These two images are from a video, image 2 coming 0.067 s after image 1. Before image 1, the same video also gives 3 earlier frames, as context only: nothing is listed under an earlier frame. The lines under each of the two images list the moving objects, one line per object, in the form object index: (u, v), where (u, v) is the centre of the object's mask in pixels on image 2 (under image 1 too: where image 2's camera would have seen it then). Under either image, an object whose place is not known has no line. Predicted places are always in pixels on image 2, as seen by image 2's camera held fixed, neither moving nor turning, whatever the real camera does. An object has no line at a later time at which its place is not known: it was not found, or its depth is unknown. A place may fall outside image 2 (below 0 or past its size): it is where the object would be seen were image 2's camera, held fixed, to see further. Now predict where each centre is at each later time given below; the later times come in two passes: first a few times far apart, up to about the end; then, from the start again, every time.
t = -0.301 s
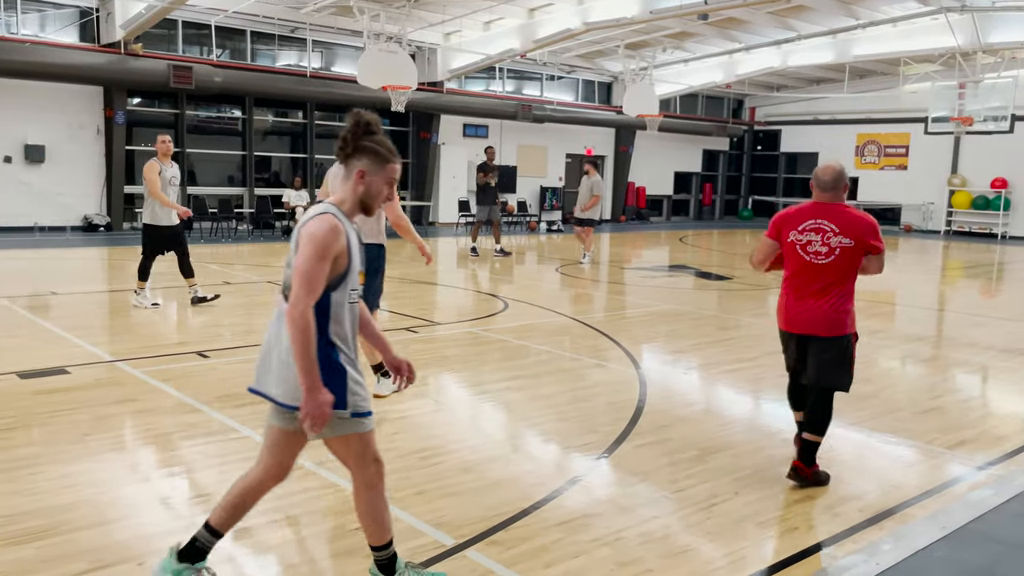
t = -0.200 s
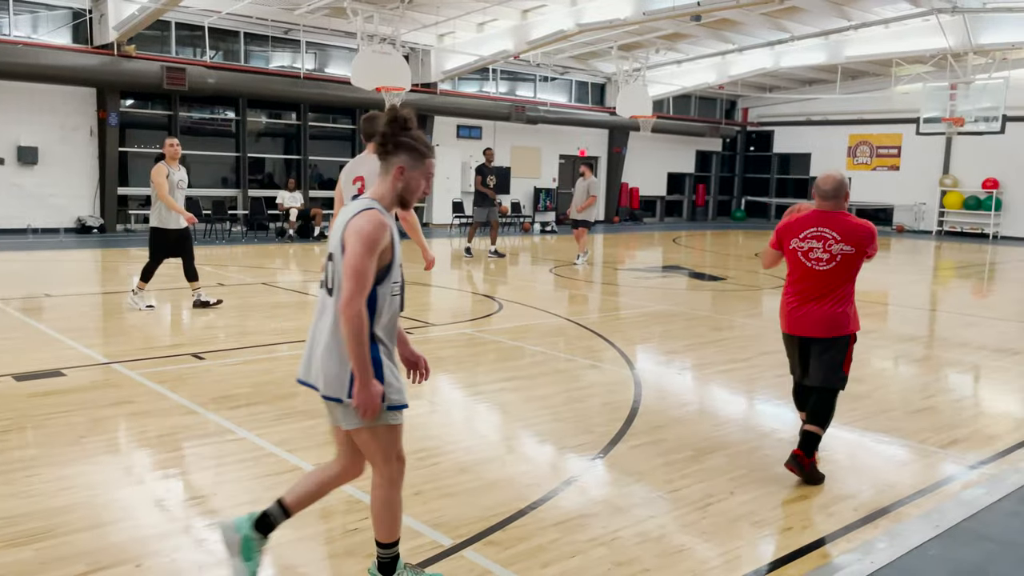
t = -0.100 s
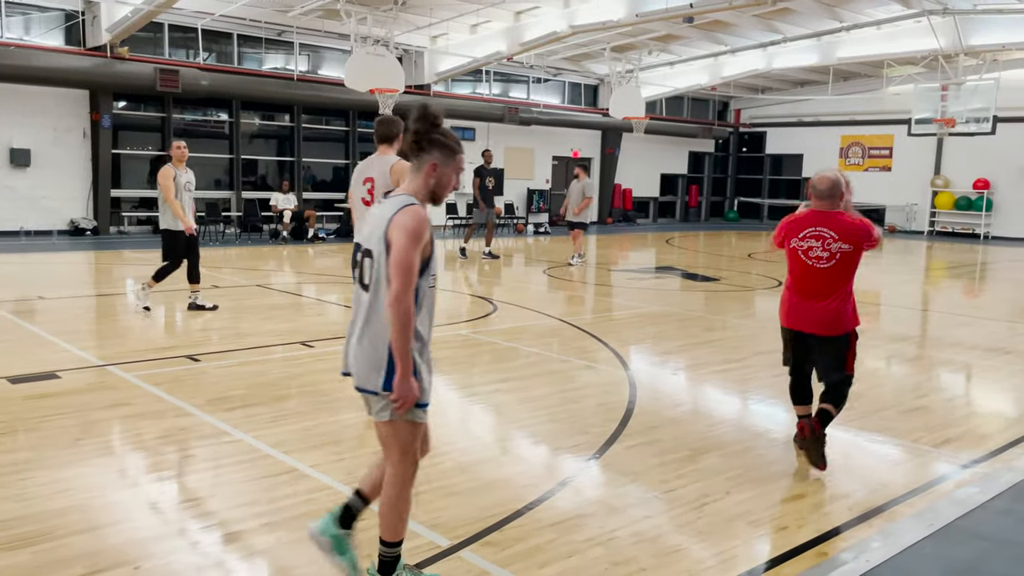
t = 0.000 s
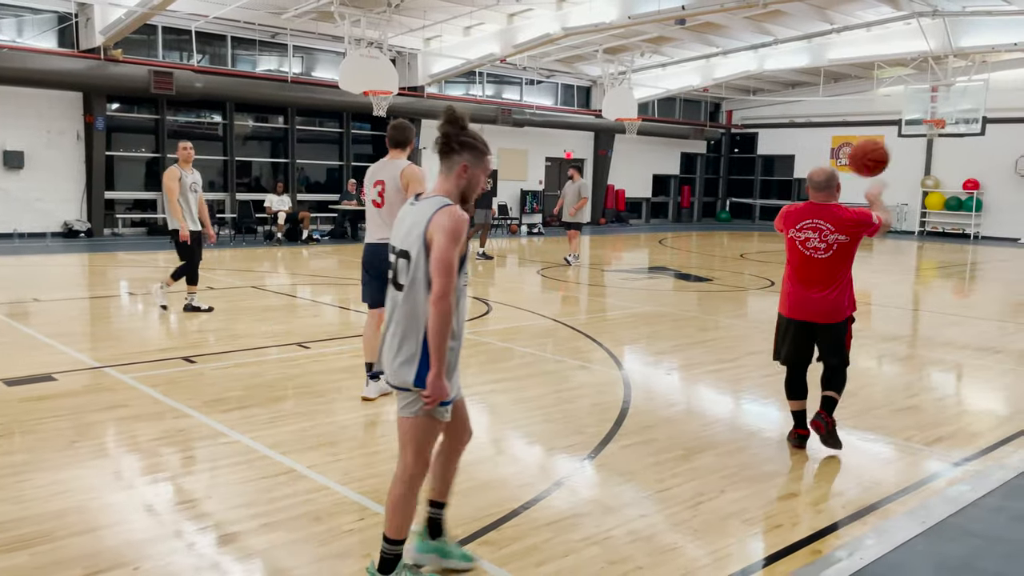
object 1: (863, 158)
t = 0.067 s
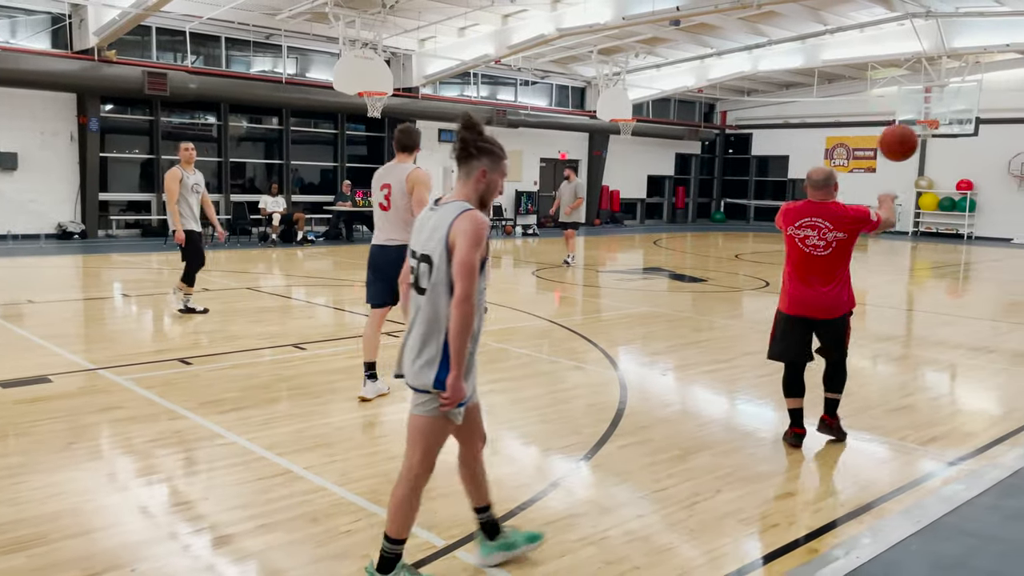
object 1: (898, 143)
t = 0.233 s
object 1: (972, 136)
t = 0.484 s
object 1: (1049, 190)
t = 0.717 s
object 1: (1100, 288)
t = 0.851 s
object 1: (1119, 325)
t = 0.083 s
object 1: (906, 140)
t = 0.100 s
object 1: (914, 139)
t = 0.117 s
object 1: (922, 136)
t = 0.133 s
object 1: (929, 135)
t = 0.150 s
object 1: (937, 135)
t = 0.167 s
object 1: (944, 134)
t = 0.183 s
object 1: (951, 134)
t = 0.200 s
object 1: (958, 135)
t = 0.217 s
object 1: (965, 135)
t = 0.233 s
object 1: (972, 136)
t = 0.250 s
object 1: (978, 138)
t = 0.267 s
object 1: (984, 140)
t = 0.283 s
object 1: (990, 142)
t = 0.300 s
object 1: (996, 144)
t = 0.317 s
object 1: (1002, 147)
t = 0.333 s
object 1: (1007, 150)
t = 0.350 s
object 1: (1012, 153)
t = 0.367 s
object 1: (1018, 157)
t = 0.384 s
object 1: (1022, 161)
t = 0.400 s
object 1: (1027, 165)
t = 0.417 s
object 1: (1031, 169)
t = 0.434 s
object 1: (1036, 174)
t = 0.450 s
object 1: (1041, 179)
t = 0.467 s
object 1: (1045, 184)
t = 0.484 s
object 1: (1049, 190)
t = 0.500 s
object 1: (1053, 195)
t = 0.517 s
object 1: (1057, 201)
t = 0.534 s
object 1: (1060, 208)
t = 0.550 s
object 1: (1064, 214)
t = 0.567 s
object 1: (1068, 221)
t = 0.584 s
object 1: (1072, 227)
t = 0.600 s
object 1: (1076, 234)
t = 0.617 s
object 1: (1080, 241)
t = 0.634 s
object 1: (1083, 249)
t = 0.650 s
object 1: (1087, 256)
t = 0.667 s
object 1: (1090, 263)
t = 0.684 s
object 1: (1093, 272)
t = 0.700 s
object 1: (1097, 279)
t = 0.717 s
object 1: (1100, 288)
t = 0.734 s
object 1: (1102, 296)
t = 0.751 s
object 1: (1105, 303)
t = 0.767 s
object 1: (1107, 312)
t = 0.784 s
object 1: (1110, 320)
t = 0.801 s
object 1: (1113, 329)
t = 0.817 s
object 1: (1115, 338)
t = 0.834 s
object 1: (1117, 333)
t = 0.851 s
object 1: (1119, 325)
